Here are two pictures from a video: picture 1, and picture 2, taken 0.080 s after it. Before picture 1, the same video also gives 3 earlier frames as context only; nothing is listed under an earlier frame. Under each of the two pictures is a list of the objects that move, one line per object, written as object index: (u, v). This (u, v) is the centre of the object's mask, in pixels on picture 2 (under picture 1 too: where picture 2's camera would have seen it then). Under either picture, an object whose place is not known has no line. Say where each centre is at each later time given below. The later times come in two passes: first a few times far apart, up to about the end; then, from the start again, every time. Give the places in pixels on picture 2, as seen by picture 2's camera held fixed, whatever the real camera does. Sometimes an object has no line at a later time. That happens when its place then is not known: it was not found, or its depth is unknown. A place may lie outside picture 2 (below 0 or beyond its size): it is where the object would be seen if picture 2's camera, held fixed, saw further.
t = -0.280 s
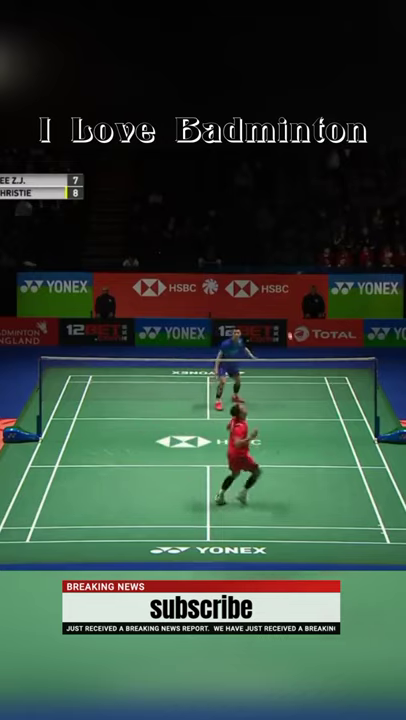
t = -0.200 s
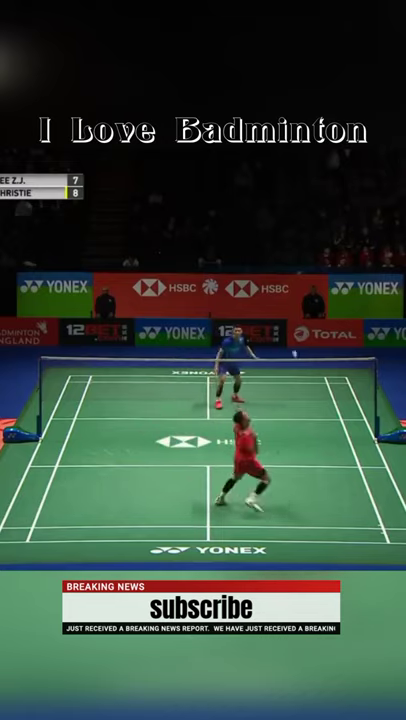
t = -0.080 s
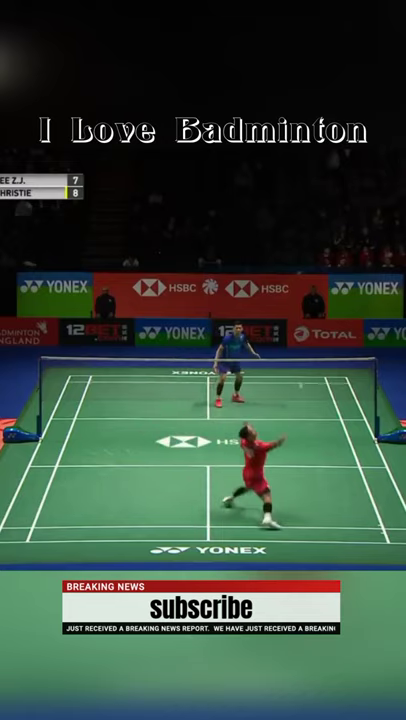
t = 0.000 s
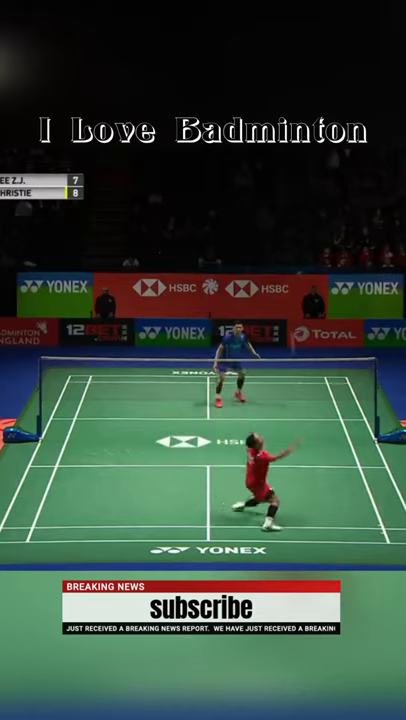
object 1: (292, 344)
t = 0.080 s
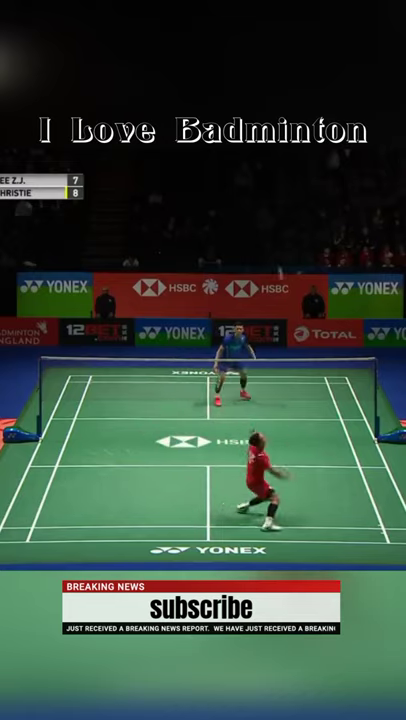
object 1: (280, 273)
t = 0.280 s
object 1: (267, 205)
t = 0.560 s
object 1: (259, 187)
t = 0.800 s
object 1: (255, 202)
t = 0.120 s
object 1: (276, 252)
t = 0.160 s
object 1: (274, 236)
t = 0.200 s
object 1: (271, 224)
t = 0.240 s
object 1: (269, 213)
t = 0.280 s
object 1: (267, 205)
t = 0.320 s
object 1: (266, 199)
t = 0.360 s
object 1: (264, 194)
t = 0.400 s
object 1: (263, 191)
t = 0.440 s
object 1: (262, 188)
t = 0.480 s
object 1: (261, 187)
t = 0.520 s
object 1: (260, 187)
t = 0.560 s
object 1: (259, 187)
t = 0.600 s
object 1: (259, 188)
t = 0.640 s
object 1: (258, 189)
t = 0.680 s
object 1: (257, 192)
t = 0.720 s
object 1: (257, 194)
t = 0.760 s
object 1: (256, 198)
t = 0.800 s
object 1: (255, 202)
